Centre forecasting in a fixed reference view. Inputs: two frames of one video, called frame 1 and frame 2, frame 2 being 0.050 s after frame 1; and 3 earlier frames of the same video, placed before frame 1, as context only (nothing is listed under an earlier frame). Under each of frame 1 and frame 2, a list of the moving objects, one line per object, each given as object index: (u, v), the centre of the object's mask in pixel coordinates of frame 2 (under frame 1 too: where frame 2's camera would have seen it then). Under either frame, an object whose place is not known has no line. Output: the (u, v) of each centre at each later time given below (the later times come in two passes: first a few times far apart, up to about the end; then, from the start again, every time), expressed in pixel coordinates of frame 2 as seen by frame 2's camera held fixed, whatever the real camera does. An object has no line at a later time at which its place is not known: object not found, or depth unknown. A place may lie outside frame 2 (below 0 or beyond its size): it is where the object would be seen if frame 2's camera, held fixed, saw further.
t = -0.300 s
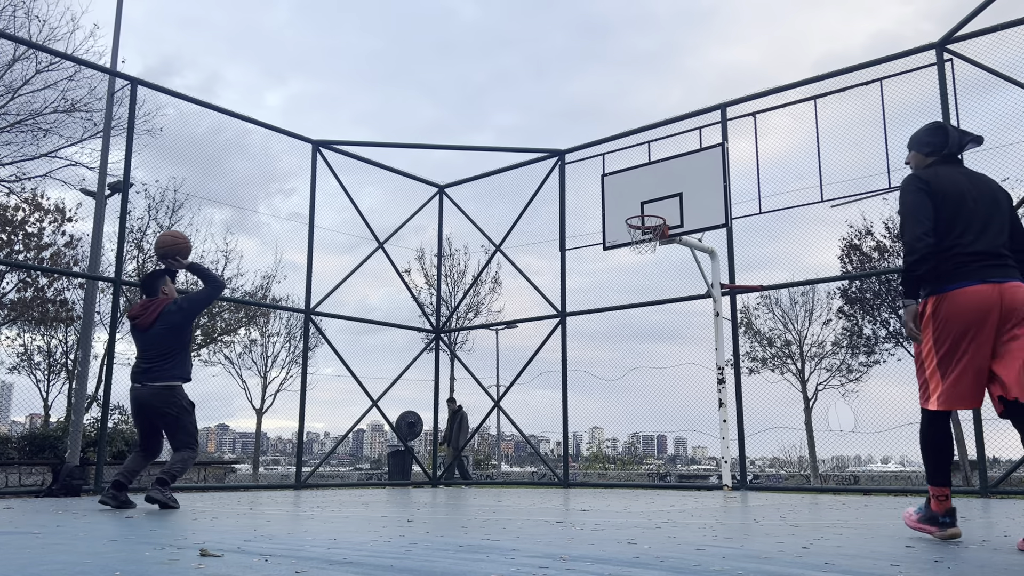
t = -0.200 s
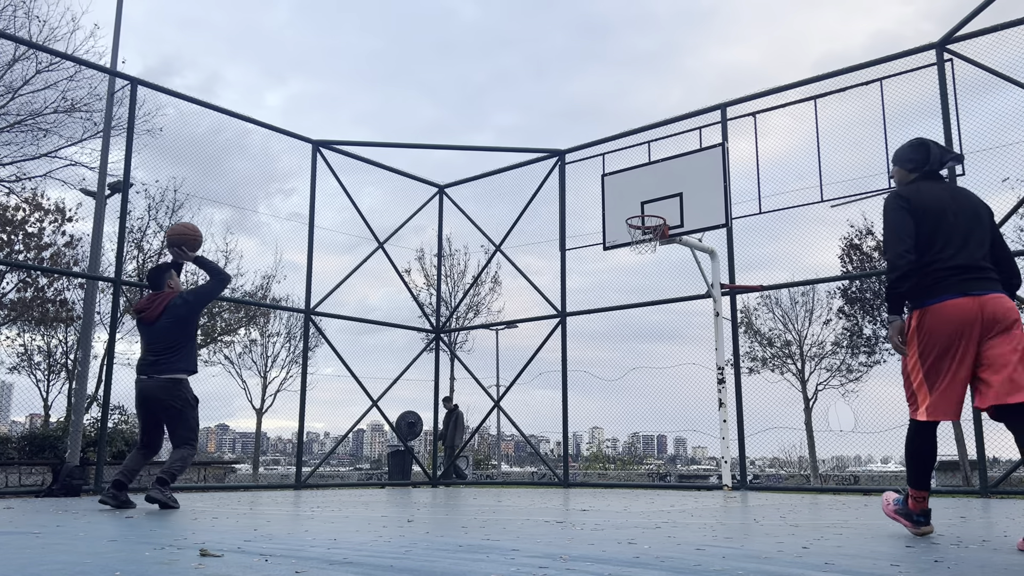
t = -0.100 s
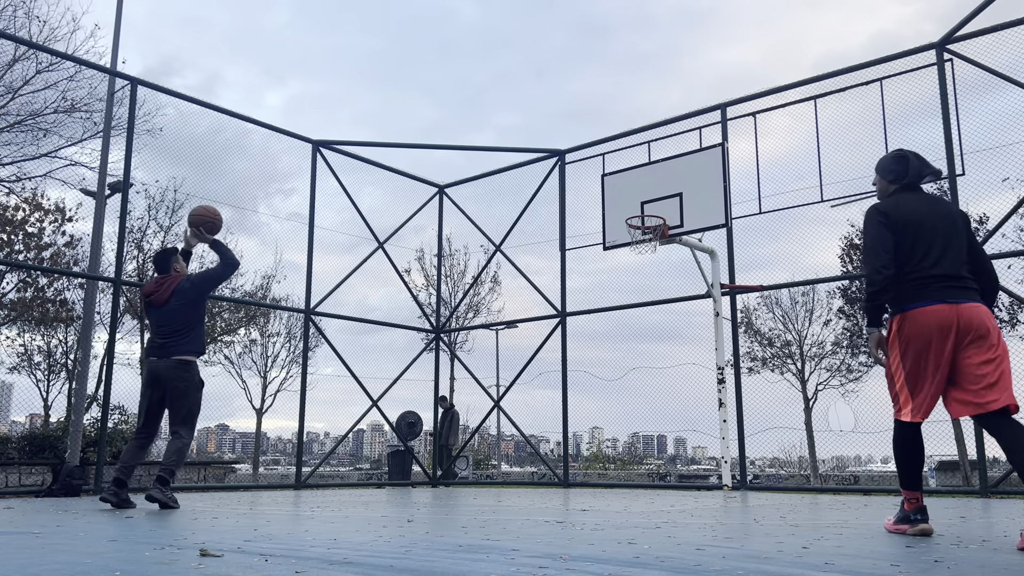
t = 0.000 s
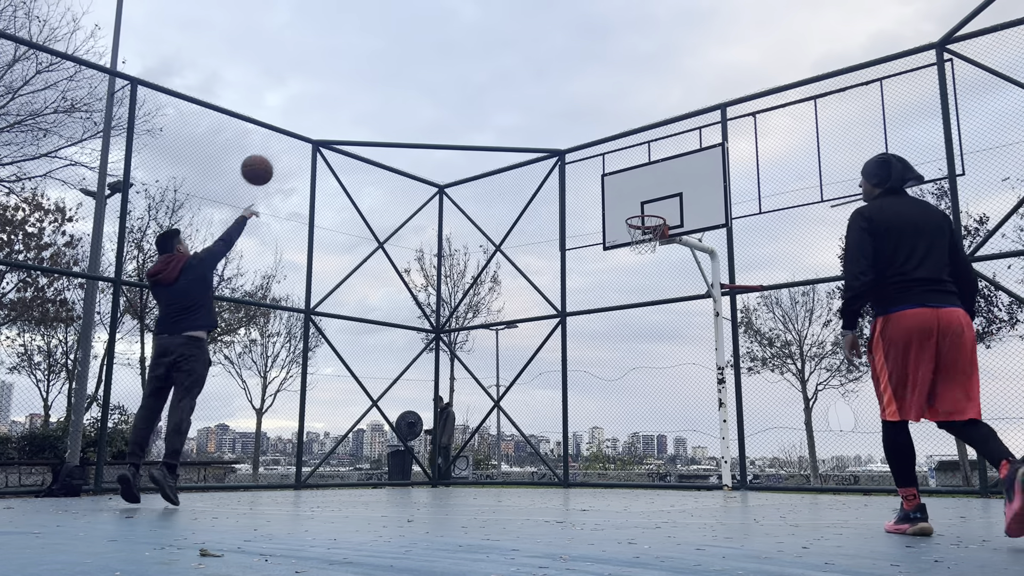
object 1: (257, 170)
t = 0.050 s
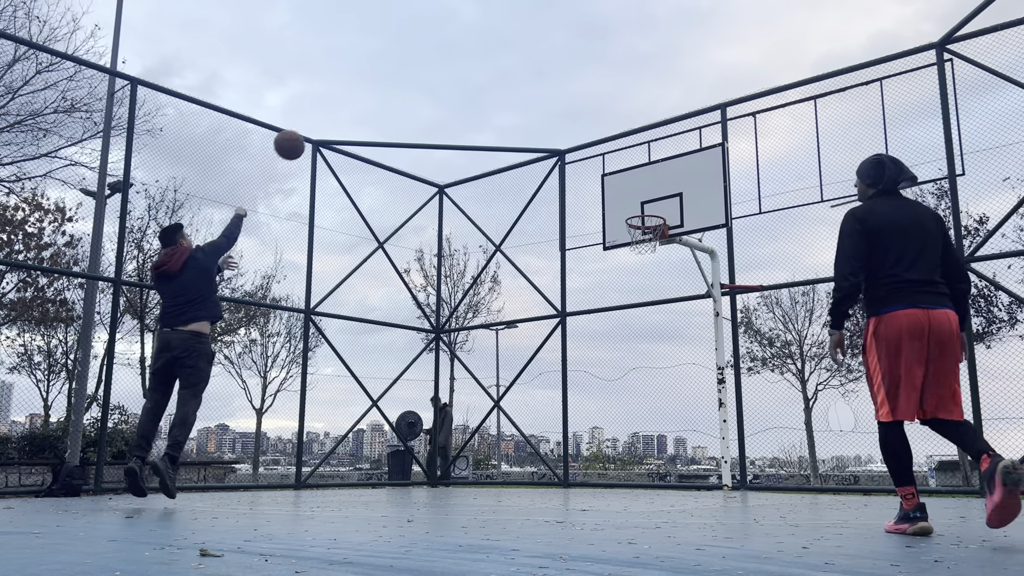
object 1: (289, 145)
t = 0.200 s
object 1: (372, 94)
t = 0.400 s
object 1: (458, 69)
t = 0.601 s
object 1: (525, 79)
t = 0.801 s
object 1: (582, 117)
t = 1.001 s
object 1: (631, 179)
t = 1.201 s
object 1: (647, 222)
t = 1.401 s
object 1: (625, 254)
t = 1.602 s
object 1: (593, 307)
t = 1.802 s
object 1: (562, 390)
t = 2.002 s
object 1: (534, 464)
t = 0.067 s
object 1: (299, 137)
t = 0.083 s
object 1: (309, 131)
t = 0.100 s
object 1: (319, 124)
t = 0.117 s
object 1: (328, 118)
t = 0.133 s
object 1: (337, 113)
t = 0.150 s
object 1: (346, 107)
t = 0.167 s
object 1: (355, 102)
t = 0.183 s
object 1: (364, 98)
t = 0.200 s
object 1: (372, 94)
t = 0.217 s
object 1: (380, 90)
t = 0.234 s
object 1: (388, 87)
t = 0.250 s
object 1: (395, 83)
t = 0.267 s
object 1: (403, 81)
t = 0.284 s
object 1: (410, 78)
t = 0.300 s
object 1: (418, 76)
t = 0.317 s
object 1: (425, 74)
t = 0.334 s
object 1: (432, 72)
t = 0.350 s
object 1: (438, 71)
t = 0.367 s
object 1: (445, 70)
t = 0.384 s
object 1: (451, 69)
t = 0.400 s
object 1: (458, 69)
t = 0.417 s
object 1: (464, 68)
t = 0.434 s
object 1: (470, 68)
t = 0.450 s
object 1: (476, 68)
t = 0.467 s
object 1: (482, 69)
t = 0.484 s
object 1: (488, 69)
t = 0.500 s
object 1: (493, 70)
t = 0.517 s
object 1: (499, 71)
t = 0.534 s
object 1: (504, 72)
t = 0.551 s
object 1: (510, 74)
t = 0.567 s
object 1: (515, 75)
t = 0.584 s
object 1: (520, 77)
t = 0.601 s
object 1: (525, 79)
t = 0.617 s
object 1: (531, 81)
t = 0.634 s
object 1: (536, 84)
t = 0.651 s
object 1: (541, 86)
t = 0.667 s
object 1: (545, 89)
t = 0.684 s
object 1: (550, 92)
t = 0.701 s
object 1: (555, 95)
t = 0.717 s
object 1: (559, 98)
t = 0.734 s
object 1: (564, 102)
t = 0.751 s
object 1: (569, 106)
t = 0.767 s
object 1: (573, 109)
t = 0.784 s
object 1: (577, 113)
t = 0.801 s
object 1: (582, 117)
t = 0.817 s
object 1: (586, 122)
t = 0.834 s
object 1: (590, 126)
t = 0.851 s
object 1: (595, 131)
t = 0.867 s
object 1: (599, 135)
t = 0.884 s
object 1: (603, 140)
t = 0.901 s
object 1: (607, 145)
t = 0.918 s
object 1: (611, 151)
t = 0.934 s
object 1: (615, 156)
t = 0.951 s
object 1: (619, 162)
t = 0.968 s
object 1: (623, 167)
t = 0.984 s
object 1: (627, 173)
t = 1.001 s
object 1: (631, 179)
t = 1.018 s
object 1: (635, 185)
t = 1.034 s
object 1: (639, 191)
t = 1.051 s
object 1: (642, 198)
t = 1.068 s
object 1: (646, 204)
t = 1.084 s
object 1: (650, 210)
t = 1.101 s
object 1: (653, 218)
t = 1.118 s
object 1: (652, 220)
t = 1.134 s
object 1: (645, 221)
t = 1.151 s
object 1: (639, 221)
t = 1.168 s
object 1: (636, 221)
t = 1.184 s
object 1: (642, 221)
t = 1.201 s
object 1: (647, 222)
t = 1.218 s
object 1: (653, 224)
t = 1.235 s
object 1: (654, 225)
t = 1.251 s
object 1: (651, 227)
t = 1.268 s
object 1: (648, 229)
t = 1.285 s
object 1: (645, 233)
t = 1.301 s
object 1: (642, 236)
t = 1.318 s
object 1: (638, 239)
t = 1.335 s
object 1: (635, 243)
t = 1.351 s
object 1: (632, 245)
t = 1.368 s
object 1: (630, 248)
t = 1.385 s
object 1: (627, 251)
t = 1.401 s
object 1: (625, 254)
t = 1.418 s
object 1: (622, 257)
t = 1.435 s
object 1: (619, 261)
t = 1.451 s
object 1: (616, 264)
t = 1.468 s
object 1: (614, 268)
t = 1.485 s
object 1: (611, 272)
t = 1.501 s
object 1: (609, 277)
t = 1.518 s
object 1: (606, 281)
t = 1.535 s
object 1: (603, 286)
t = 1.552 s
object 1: (601, 291)
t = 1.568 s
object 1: (598, 296)
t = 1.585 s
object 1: (596, 301)
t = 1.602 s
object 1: (593, 307)
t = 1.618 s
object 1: (590, 313)
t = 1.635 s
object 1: (588, 319)
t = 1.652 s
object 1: (585, 325)
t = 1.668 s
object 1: (583, 331)
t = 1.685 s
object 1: (580, 338)
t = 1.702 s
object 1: (578, 345)
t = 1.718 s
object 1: (575, 352)
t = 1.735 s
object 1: (573, 359)
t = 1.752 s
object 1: (570, 367)
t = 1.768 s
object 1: (567, 374)
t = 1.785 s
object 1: (565, 382)
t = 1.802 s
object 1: (562, 390)
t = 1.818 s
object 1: (560, 399)
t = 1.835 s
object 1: (557, 408)
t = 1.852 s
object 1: (554, 417)
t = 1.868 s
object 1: (552, 426)
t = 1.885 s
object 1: (550, 436)
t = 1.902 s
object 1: (547, 445)
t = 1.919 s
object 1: (545, 456)
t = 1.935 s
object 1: (542, 466)
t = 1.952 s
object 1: (538, 475)
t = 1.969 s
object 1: (537, 481)
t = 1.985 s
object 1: (536, 473)
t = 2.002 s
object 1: (534, 464)
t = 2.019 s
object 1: (533, 458)
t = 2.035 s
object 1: (531, 450)
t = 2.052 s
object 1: (529, 443)
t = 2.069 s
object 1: (528, 436)
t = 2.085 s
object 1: (527, 429)
